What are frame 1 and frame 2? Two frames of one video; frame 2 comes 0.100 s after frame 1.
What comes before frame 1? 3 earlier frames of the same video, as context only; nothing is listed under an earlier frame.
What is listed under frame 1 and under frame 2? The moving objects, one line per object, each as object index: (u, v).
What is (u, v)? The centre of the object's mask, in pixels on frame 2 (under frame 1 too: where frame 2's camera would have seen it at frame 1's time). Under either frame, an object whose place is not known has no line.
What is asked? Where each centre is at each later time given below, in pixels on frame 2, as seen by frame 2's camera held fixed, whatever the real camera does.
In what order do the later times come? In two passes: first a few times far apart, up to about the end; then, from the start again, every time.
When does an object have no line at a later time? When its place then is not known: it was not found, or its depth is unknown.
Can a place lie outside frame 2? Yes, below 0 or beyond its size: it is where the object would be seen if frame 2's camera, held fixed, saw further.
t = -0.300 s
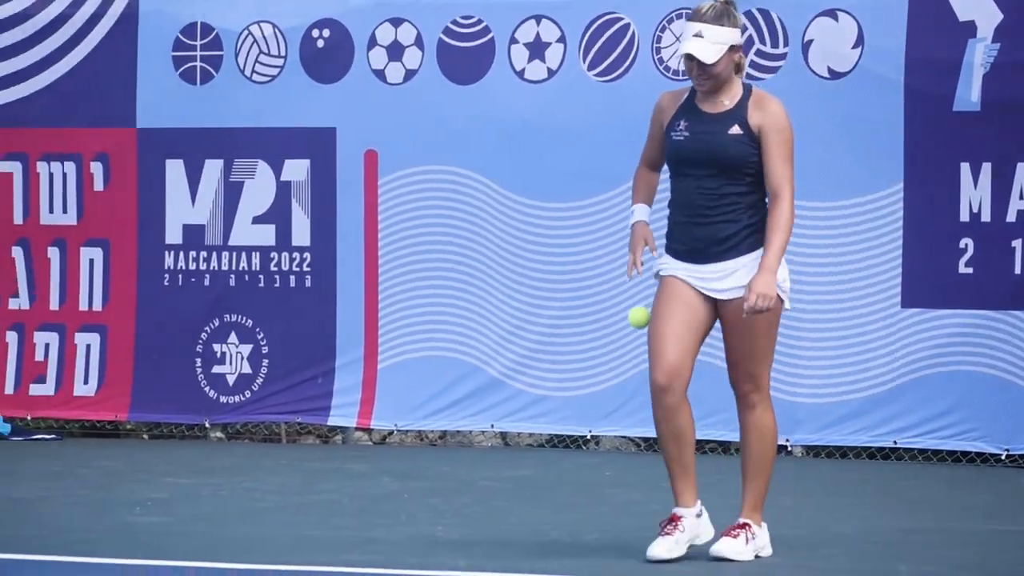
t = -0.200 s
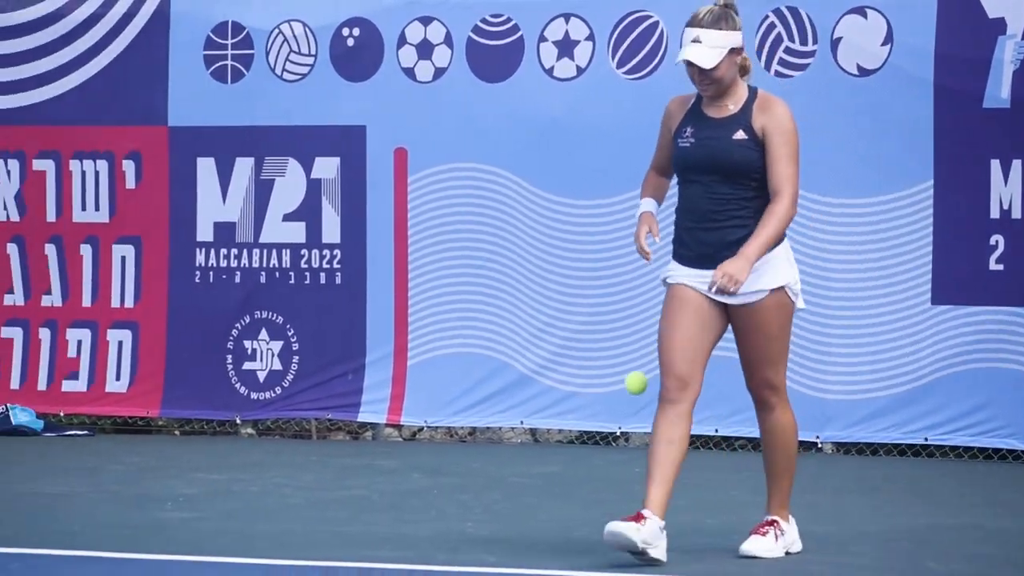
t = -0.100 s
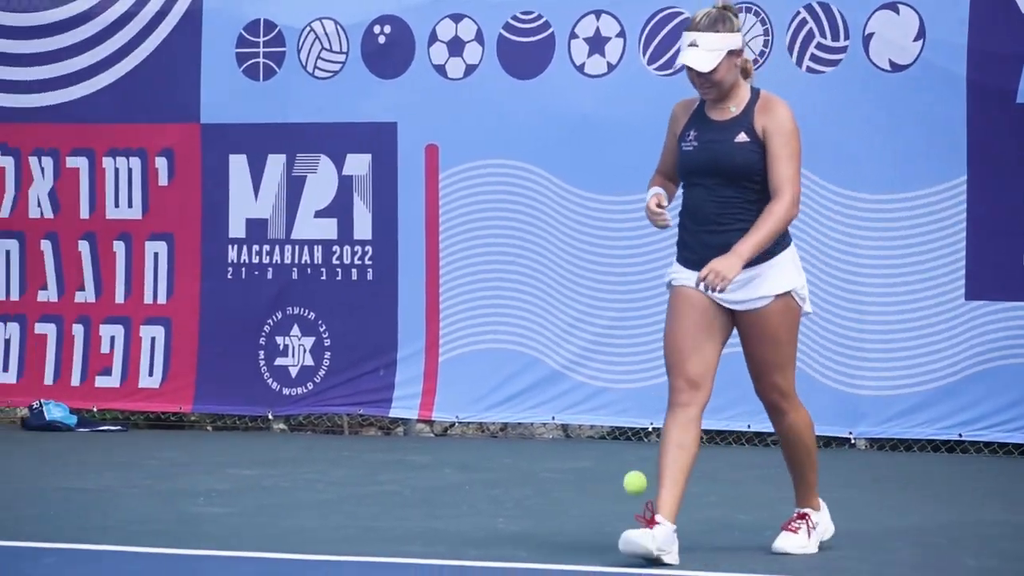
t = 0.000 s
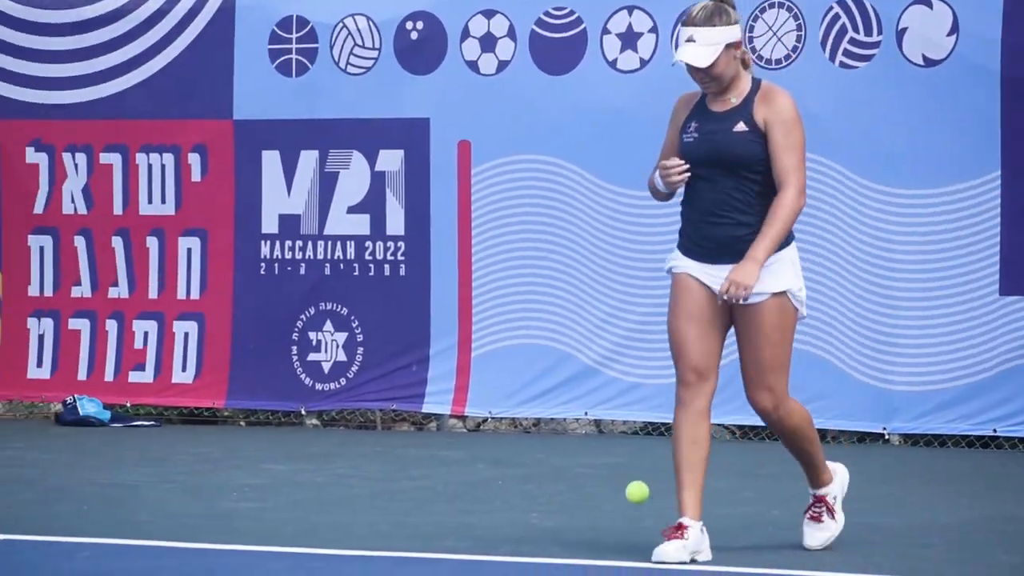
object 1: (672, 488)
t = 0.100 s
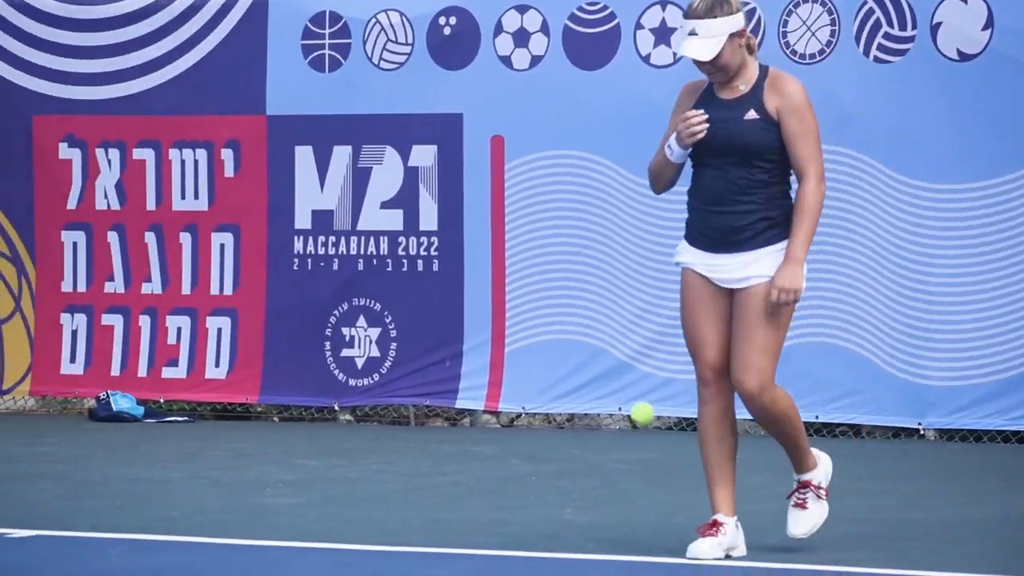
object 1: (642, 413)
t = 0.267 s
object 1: (592, 359)
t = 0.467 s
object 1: (534, 417)
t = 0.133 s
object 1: (632, 395)
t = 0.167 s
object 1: (622, 380)
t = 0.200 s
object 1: (612, 370)
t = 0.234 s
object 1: (603, 363)
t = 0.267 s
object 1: (592, 359)
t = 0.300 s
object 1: (583, 359)
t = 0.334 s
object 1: (573, 363)
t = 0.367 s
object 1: (562, 371)
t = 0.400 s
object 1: (553, 382)
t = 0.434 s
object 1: (543, 397)
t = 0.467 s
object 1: (534, 417)
